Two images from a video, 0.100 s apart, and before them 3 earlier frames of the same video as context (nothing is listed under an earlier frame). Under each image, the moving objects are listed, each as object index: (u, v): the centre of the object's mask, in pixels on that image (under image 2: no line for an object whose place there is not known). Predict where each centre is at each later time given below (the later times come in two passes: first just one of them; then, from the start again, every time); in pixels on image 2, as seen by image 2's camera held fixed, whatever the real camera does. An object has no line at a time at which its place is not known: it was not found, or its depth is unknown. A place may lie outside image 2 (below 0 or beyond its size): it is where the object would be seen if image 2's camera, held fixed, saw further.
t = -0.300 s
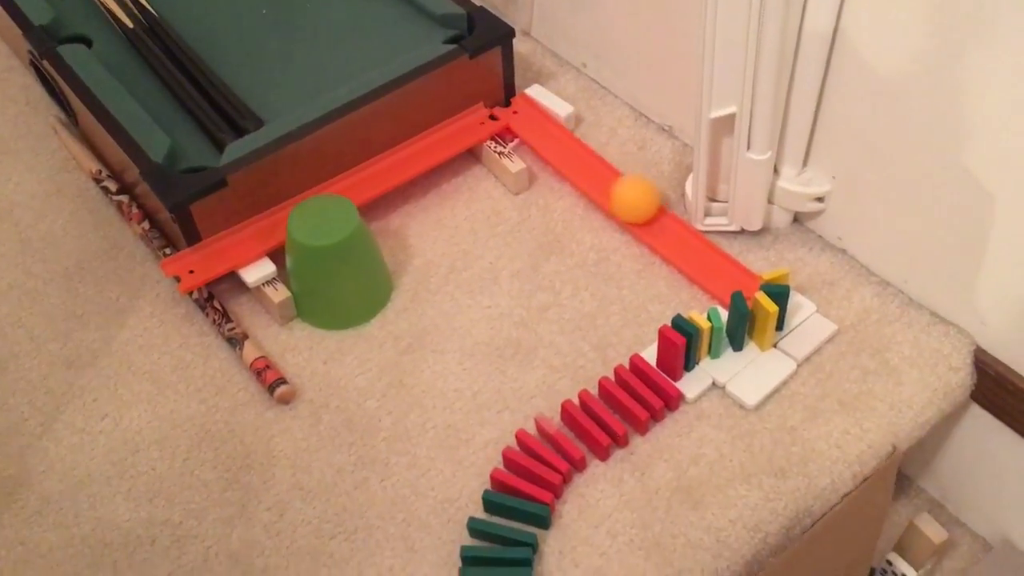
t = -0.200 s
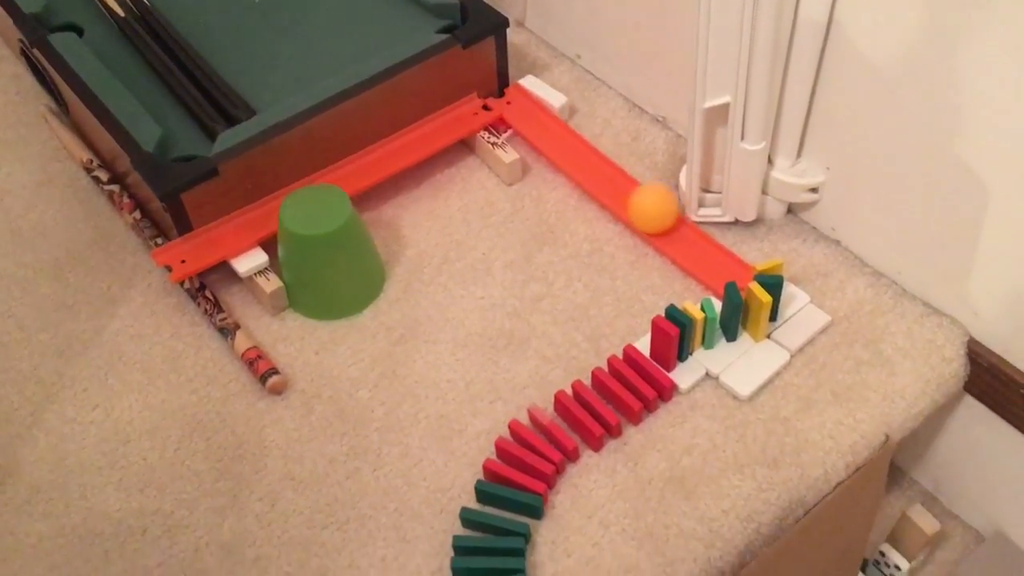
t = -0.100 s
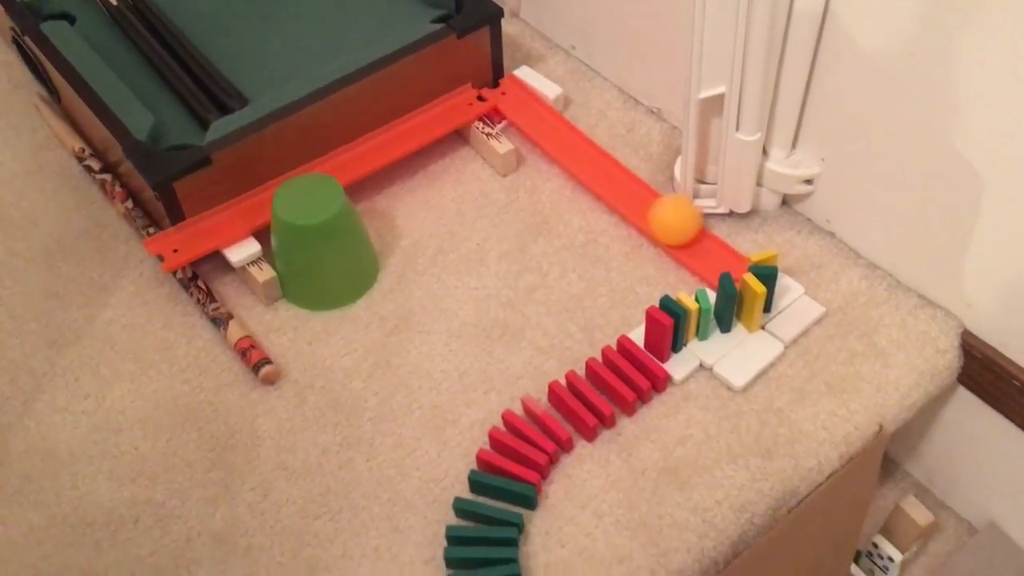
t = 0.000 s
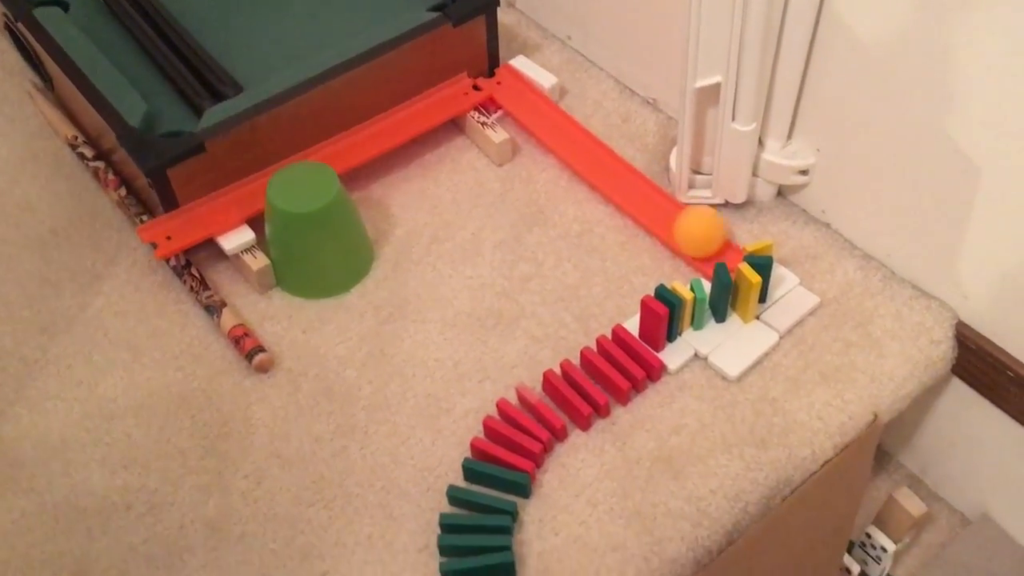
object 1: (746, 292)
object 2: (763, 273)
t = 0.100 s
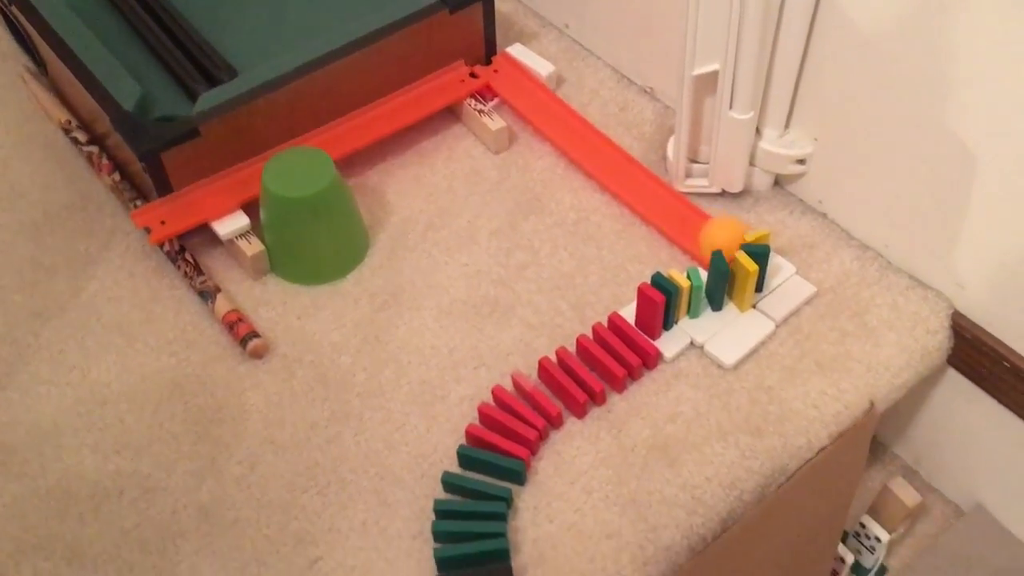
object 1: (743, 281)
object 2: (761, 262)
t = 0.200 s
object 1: (740, 284)
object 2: (760, 272)
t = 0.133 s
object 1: (742, 281)
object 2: (762, 266)
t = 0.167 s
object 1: (741, 283)
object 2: (761, 269)
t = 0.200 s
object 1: (740, 284)
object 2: (760, 272)
